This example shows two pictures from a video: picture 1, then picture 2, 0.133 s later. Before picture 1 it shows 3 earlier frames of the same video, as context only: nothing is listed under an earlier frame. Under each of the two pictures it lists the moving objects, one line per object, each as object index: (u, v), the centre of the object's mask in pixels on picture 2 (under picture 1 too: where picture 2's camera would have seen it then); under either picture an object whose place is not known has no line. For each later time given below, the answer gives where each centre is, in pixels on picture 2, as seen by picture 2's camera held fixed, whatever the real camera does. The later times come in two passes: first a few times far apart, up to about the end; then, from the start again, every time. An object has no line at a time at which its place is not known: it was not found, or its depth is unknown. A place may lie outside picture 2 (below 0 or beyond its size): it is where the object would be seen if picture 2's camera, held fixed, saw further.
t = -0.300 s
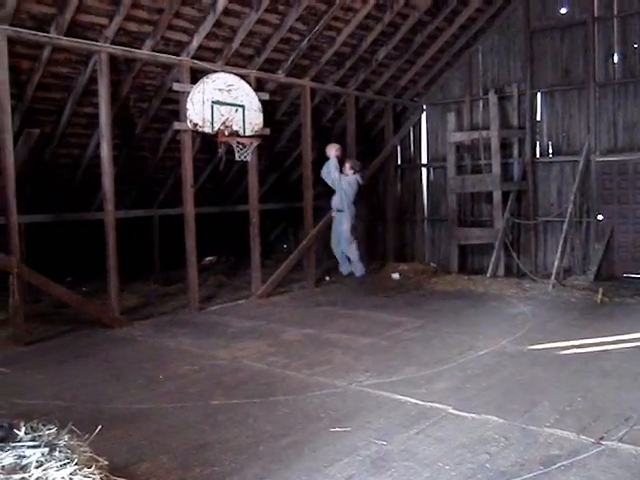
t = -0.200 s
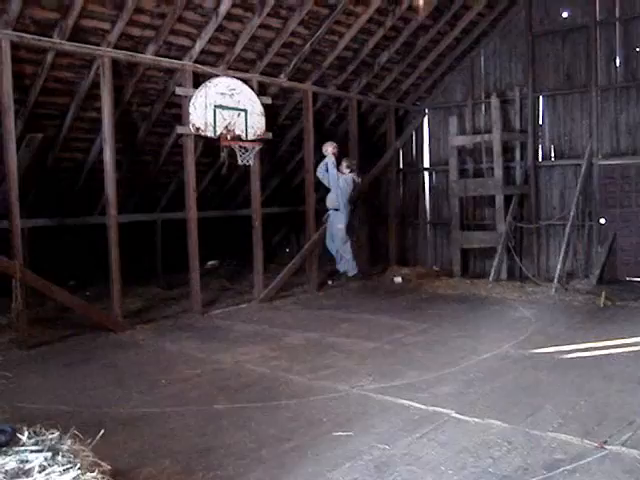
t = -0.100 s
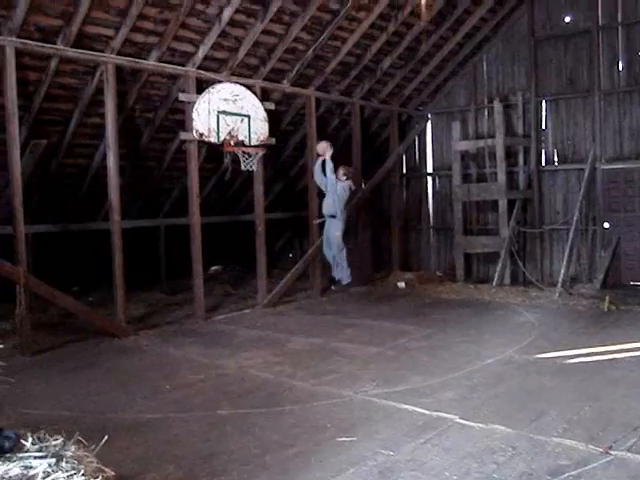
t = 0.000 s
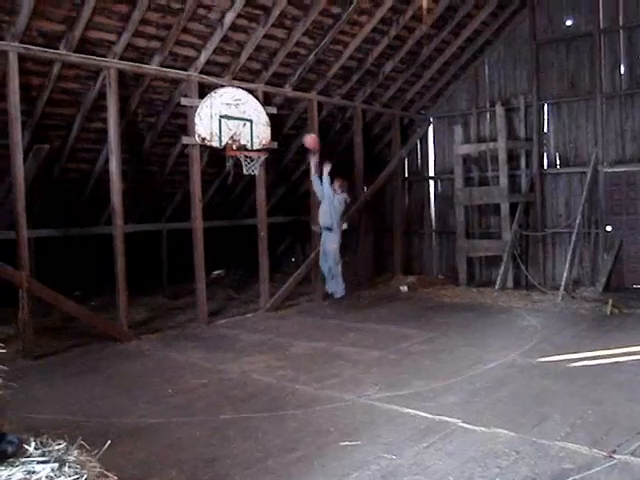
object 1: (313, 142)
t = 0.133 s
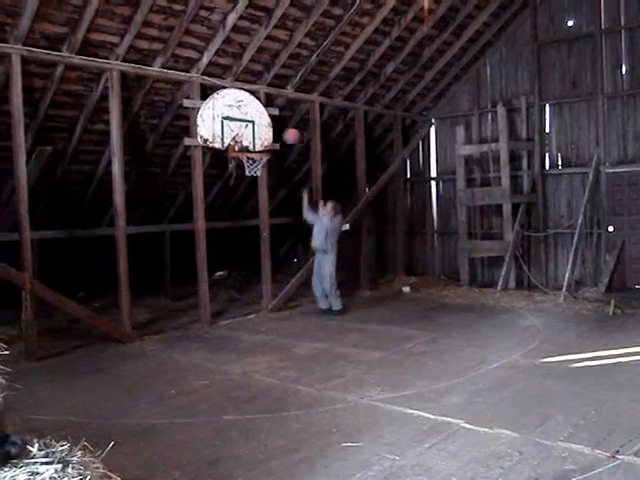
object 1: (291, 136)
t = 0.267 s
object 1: (271, 141)
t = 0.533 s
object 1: (241, 165)
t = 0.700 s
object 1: (252, 175)
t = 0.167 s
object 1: (286, 136)
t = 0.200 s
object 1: (281, 137)
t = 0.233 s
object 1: (277, 139)
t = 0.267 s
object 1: (271, 141)
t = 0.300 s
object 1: (266, 144)
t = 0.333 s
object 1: (262, 145)
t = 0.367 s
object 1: (257, 148)
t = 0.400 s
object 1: (249, 152)
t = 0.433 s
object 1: (242, 162)
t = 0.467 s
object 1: (241, 164)
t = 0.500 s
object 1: (240, 164)
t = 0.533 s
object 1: (241, 165)
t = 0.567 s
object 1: (242, 166)
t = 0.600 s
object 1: (244, 167)
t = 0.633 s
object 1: (247, 169)
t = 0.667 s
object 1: (250, 170)
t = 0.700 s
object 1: (252, 175)
